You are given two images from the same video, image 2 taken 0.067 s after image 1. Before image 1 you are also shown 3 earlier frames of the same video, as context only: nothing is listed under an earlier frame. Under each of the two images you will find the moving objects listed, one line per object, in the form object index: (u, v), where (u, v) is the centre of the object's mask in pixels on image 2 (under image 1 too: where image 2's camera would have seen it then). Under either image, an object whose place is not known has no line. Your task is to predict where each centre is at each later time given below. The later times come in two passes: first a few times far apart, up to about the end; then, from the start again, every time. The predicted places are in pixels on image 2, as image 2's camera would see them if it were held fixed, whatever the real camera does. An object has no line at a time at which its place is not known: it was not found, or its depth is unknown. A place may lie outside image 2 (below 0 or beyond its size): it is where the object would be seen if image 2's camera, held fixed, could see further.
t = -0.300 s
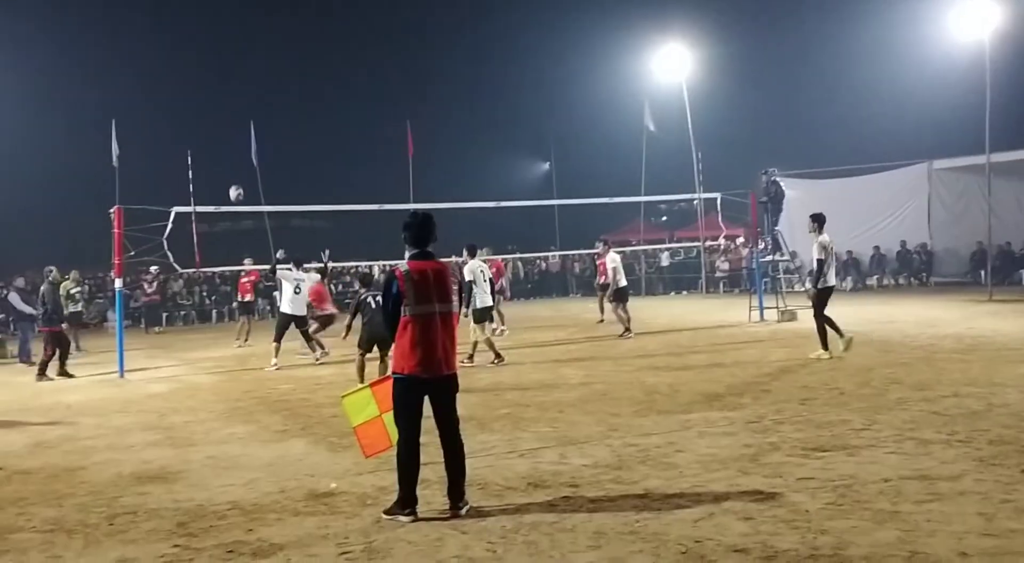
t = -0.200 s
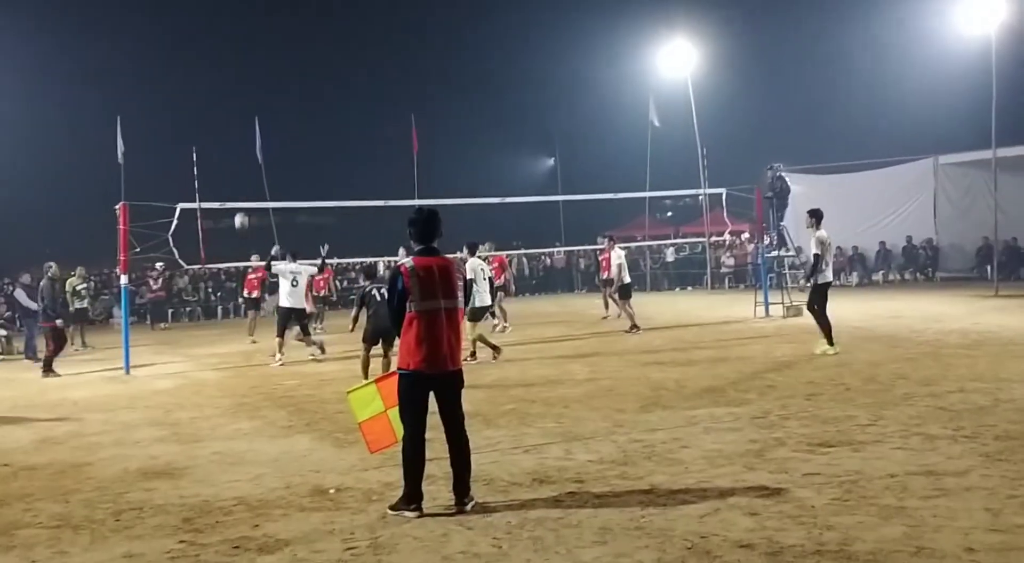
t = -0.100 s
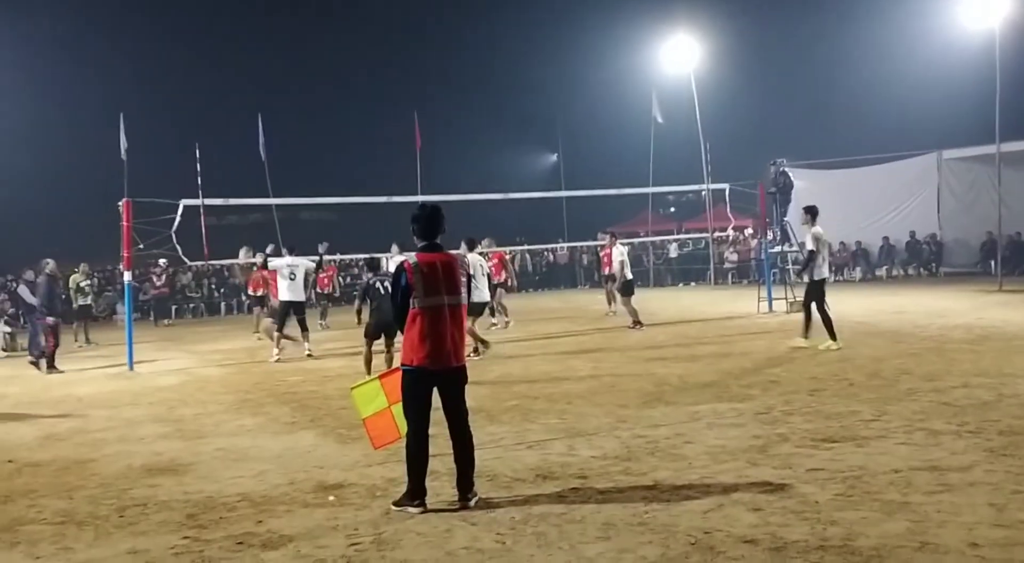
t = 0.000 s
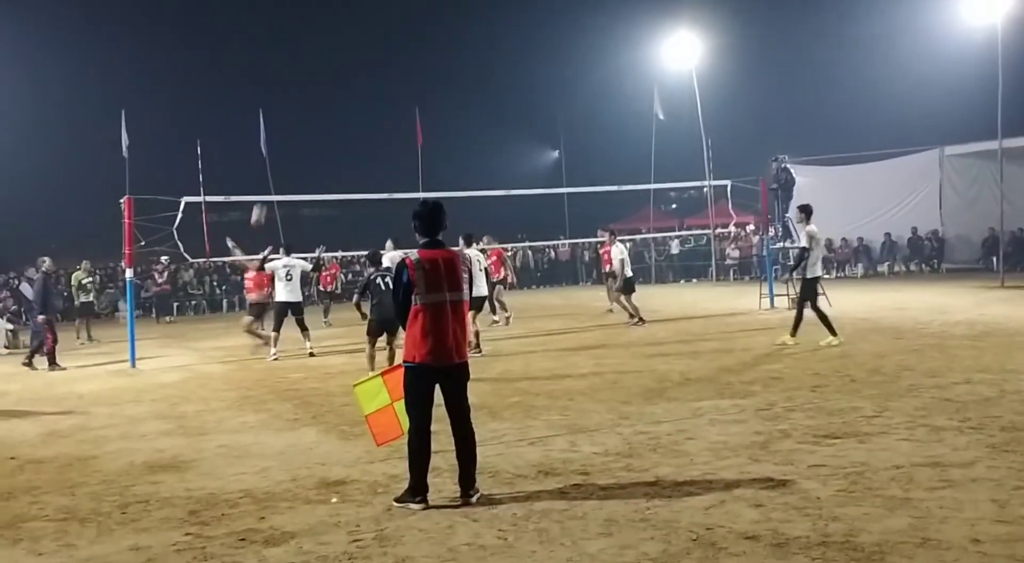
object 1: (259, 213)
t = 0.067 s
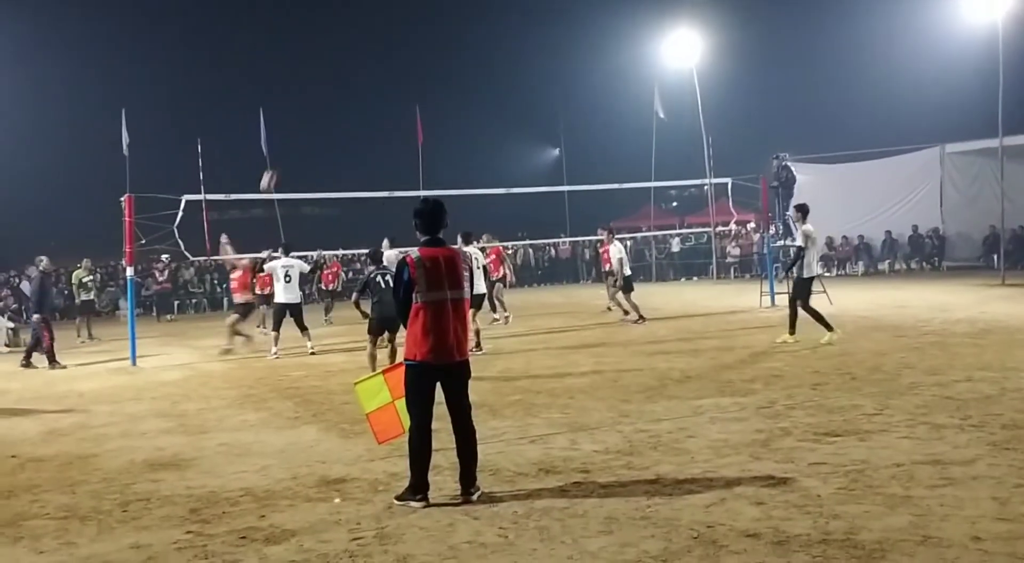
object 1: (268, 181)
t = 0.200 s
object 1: (288, 124)
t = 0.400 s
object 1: (320, 62)
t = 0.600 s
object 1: (353, 26)
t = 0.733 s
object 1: (376, 16)
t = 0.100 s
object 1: (273, 165)
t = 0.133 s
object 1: (278, 150)
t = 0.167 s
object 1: (283, 137)
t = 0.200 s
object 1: (288, 124)
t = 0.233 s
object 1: (293, 112)
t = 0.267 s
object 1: (298, 101)
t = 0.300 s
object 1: (304, 89)
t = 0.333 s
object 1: (309, 79)
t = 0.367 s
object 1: (314, 71)
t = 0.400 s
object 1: (320, 62)
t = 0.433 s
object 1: (325, 54)
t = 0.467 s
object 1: (331, 47)
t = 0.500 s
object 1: (336, 41)
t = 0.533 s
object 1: (342, 35)
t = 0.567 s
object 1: (347, 30)
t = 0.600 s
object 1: (353, 26)
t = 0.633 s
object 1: (358, 22)
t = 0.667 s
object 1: (364, 20)
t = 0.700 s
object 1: (370, 17)
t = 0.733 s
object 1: (376, 16)
